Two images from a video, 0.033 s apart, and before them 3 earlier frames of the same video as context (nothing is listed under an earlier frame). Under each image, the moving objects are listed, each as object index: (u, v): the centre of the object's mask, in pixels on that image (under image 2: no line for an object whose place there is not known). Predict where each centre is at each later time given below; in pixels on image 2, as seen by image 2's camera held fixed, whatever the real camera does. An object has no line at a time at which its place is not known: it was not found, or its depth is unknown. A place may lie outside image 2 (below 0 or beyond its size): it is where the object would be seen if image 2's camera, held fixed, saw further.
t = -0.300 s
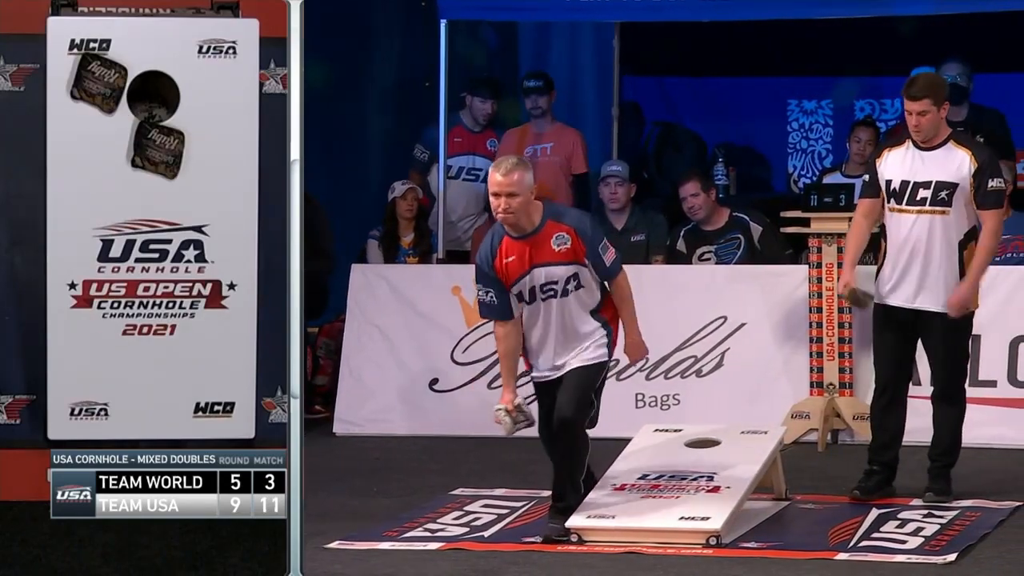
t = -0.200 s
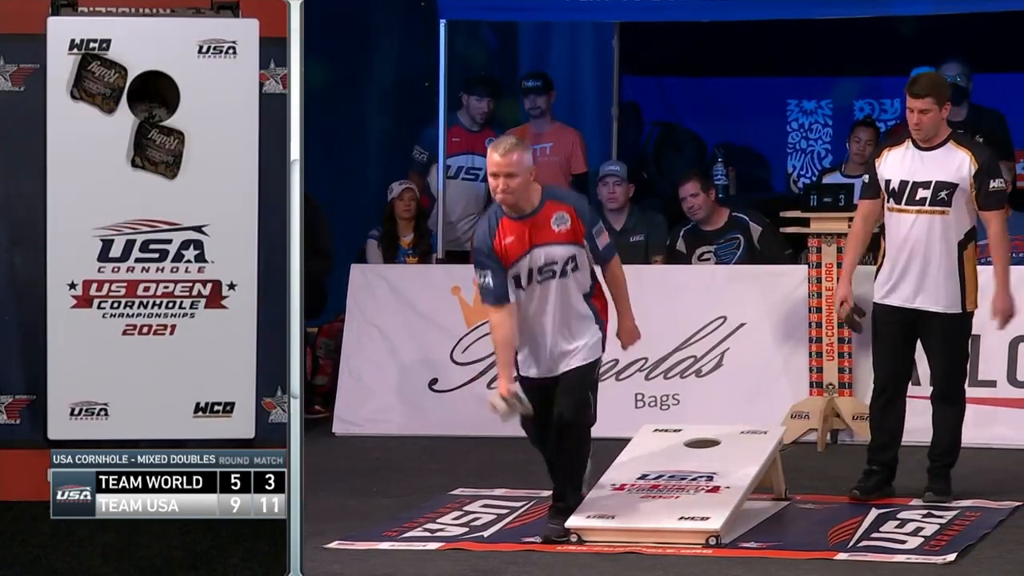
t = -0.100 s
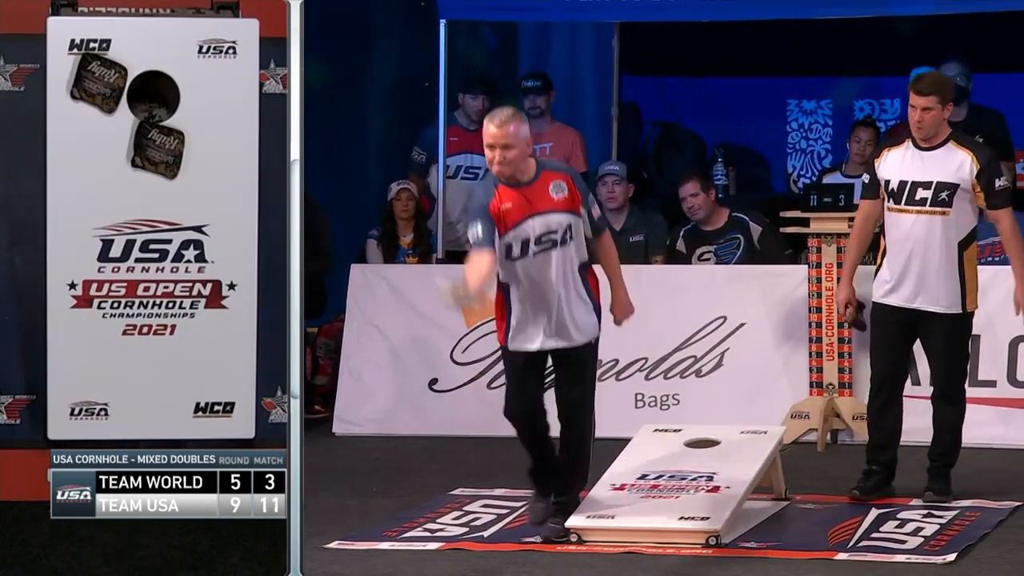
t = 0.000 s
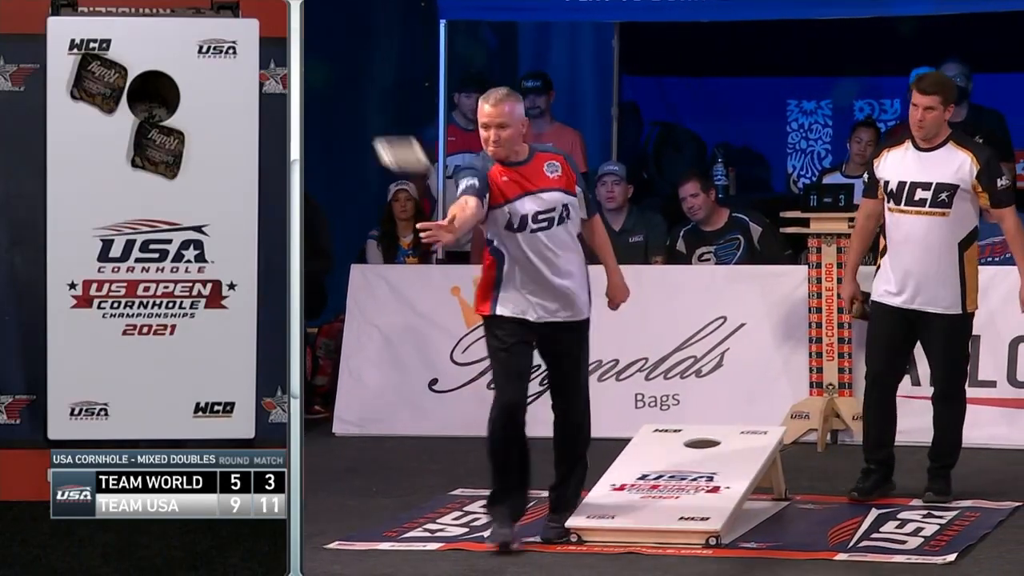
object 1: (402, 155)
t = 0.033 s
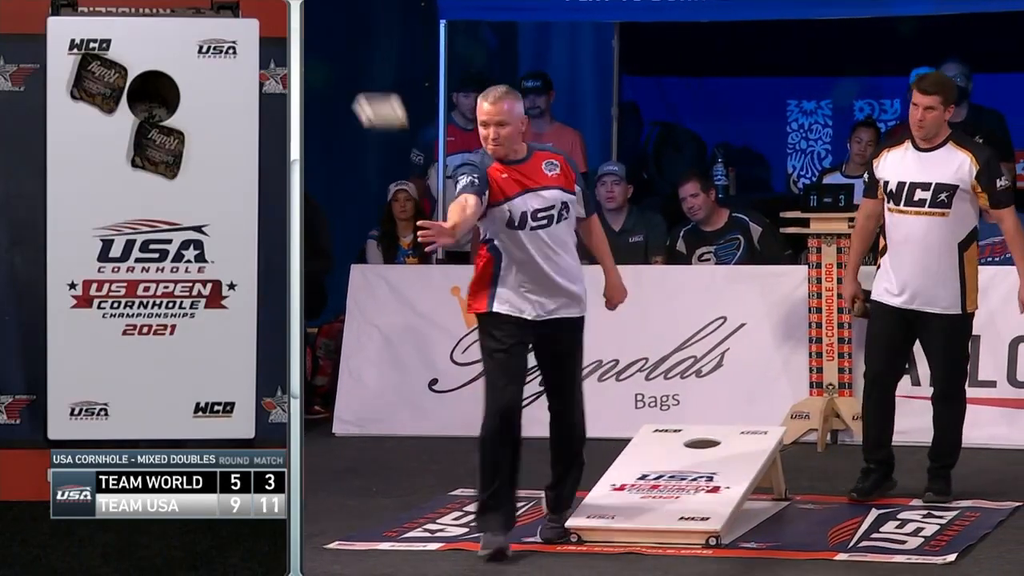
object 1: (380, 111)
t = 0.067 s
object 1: (358, 69)
